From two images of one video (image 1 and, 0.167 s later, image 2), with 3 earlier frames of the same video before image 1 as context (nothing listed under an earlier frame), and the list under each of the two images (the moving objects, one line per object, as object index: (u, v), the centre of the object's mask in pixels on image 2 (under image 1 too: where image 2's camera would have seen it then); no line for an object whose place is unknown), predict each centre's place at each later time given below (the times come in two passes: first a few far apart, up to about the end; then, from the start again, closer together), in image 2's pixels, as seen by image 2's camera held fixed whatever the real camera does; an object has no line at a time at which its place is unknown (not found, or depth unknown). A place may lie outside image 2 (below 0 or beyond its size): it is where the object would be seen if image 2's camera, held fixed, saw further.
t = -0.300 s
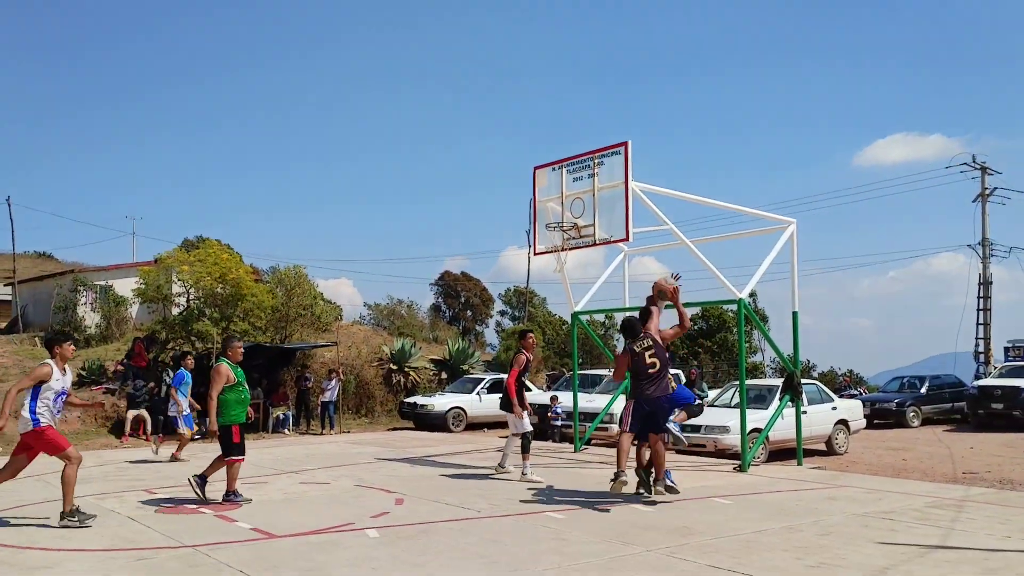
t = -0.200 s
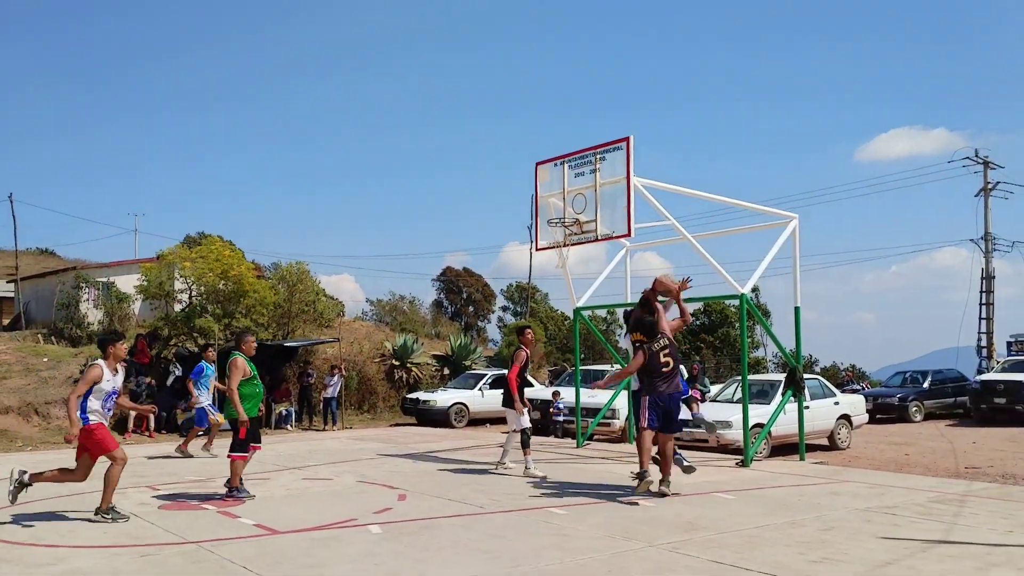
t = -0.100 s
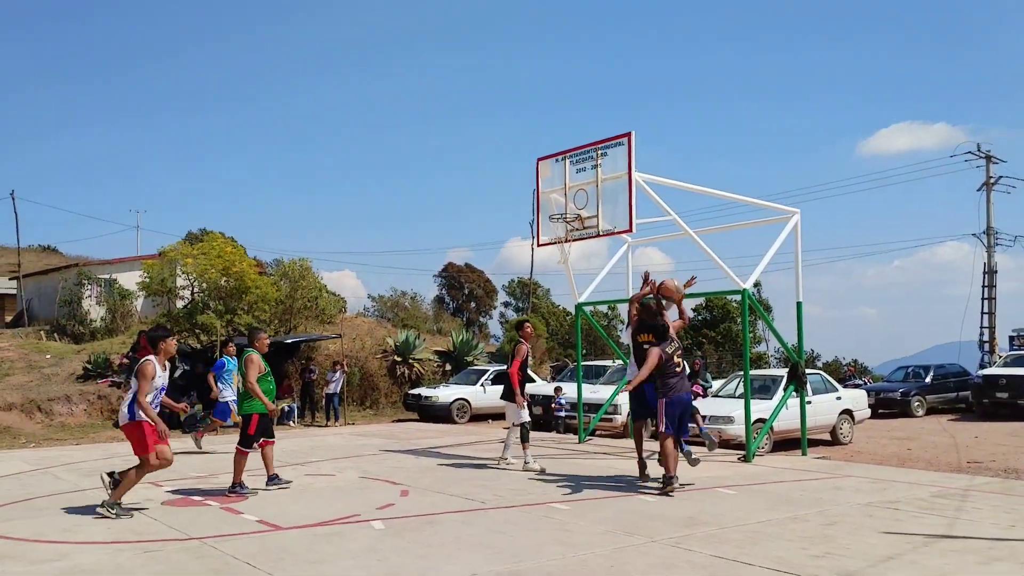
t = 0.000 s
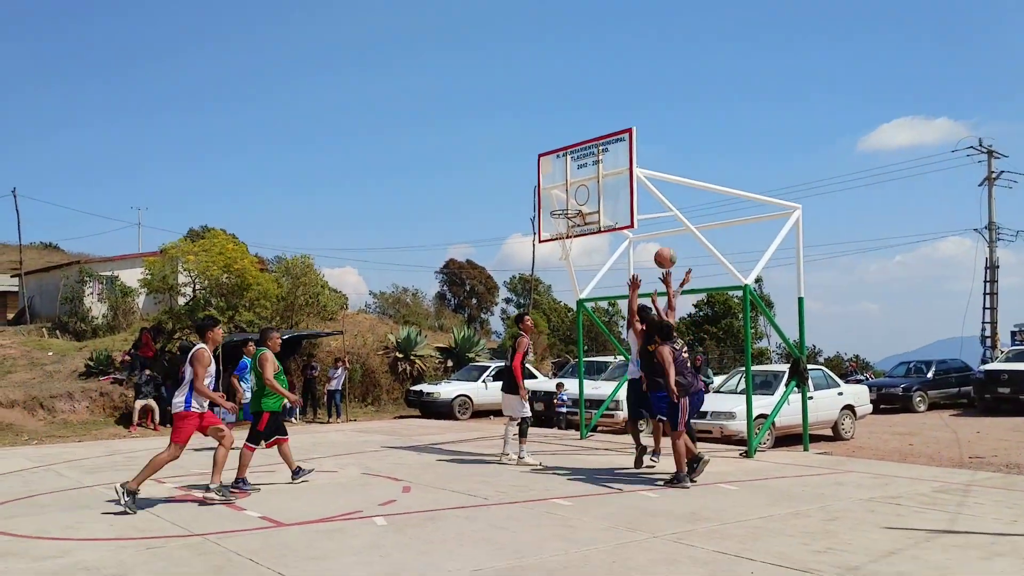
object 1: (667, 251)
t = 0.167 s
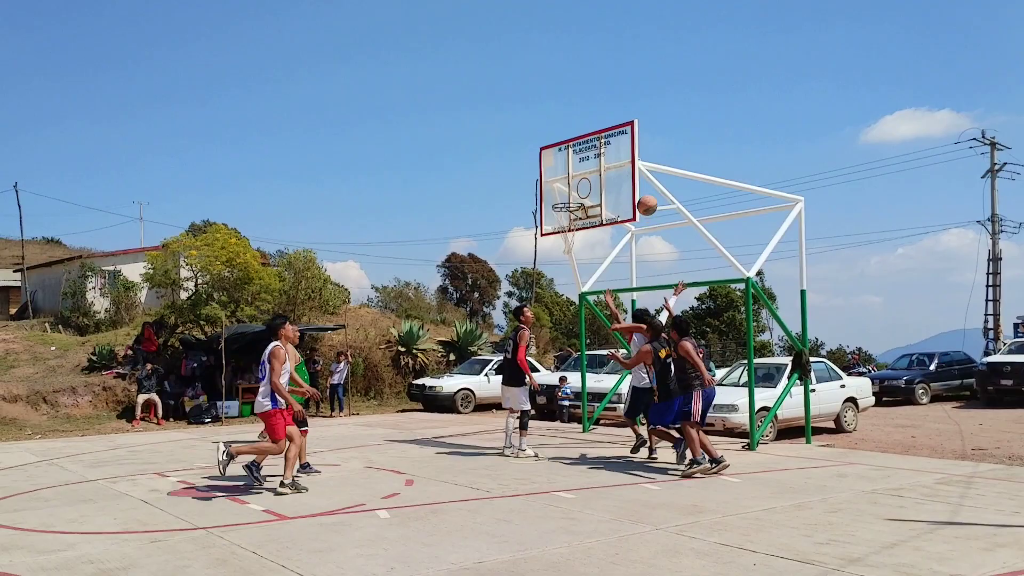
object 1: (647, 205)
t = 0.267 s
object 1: (652, 192)
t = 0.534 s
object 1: (732, 192)
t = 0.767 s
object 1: (816, 251)
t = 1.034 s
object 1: (939, 411)
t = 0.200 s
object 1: (643, 200)
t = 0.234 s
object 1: (643, 196)
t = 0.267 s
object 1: (652, 192)
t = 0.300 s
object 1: (662, 189)
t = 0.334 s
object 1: (671, 187)
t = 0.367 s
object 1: (680, 186)
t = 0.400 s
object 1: (690, 185)
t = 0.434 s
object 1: (700, 185)
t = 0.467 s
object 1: (711, 187)
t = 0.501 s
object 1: (721, 189)
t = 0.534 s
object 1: (732, 192)
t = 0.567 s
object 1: (743, 197)
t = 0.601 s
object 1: (754, 203)
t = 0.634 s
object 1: (766, 210)
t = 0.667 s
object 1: (778, 218)
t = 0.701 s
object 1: (791, 228)
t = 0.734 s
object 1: (803, 239)
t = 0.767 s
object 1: (816, 251)
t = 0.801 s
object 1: (830, 265)
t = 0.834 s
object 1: (844, 281)
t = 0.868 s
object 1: (858, 298)
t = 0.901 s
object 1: (873, 317)
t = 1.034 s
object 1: (939, 411)
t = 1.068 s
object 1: (957, 441)
